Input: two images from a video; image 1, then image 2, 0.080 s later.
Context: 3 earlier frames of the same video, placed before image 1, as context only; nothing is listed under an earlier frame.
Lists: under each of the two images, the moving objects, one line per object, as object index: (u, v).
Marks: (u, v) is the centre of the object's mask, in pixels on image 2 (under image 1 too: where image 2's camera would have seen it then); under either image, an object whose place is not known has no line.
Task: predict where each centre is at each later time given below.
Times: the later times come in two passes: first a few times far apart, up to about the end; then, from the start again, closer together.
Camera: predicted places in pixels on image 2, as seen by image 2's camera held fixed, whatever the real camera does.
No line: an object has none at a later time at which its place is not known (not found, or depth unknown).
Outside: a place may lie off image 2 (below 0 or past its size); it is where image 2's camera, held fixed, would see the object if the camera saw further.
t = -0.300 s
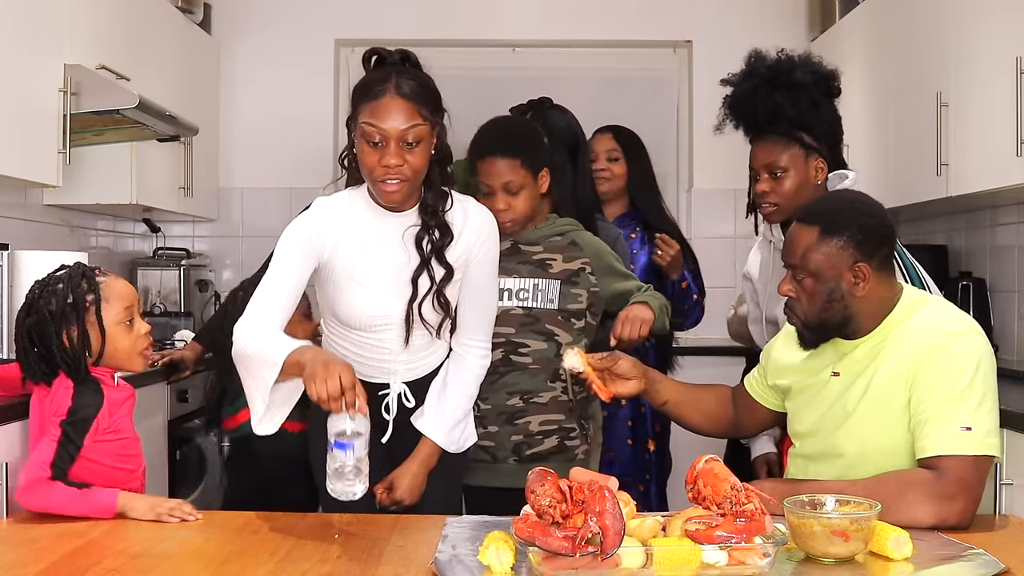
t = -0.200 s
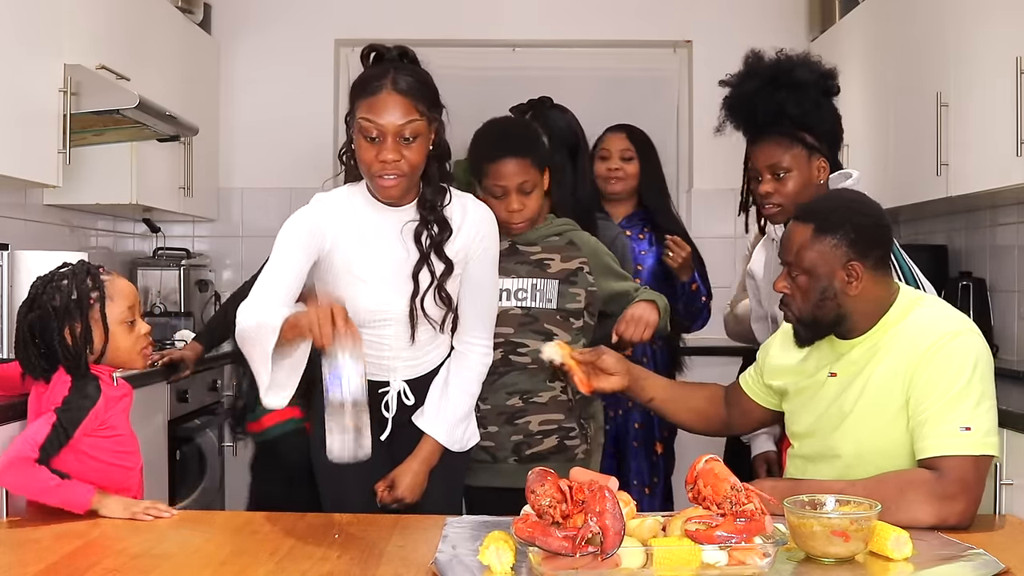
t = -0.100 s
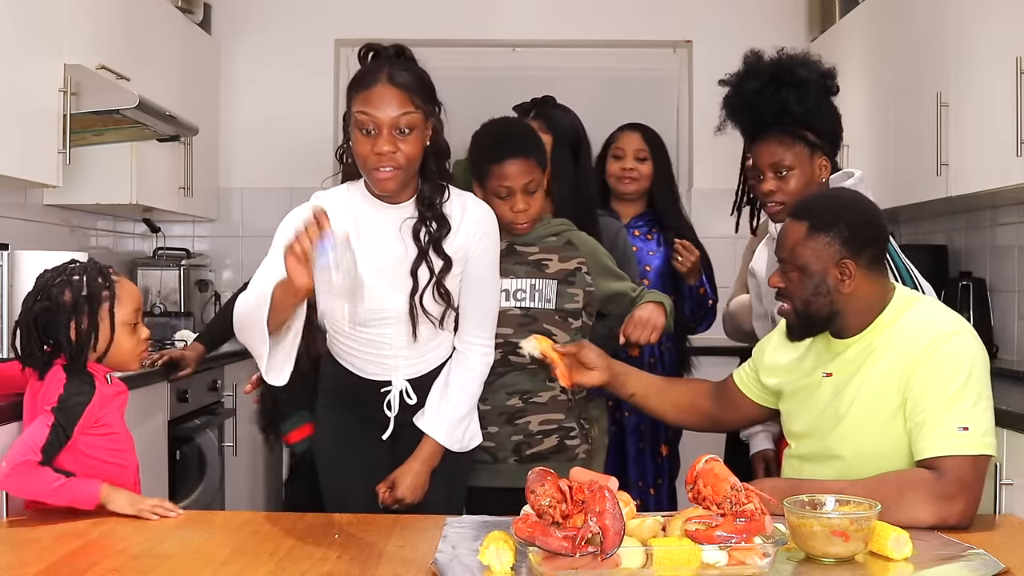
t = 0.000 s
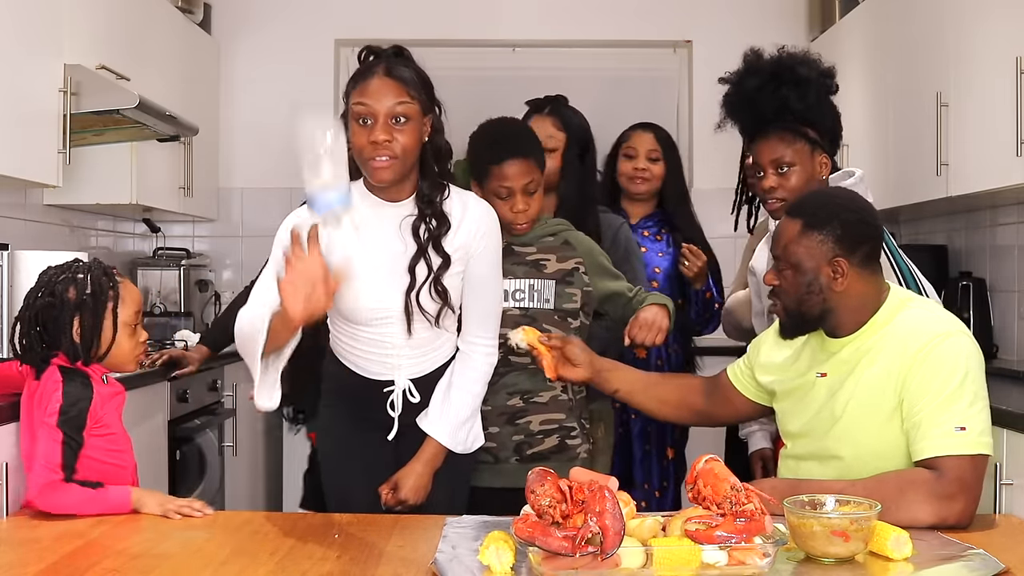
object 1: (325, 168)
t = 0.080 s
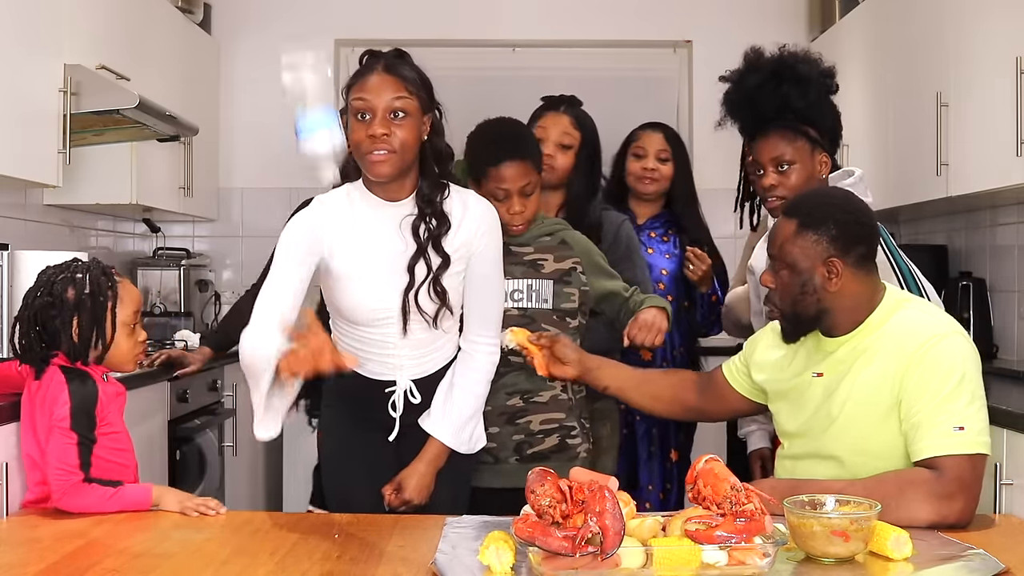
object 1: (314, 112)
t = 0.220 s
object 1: (285, 77)
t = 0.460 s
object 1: (233, 388)
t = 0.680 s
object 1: (191, 546)
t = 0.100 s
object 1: (310, 104)
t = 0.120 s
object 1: (307, 88)
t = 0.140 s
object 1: (303, 80)
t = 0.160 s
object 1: (299, 77)
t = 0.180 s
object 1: (293, 71)
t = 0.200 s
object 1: (289, 73)
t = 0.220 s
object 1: (285, 77)
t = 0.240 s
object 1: (284, 85)
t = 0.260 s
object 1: (278, 94)
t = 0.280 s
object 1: (272, 112)
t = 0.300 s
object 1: (269, 129)
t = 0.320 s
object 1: (264, 149)
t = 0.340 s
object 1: (259, 174)
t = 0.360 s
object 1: (254, 202)
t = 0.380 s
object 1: (248, 234)
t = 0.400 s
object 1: (244, 264)
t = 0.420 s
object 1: (239, 298)
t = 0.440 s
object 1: (236, 339)
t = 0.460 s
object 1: (233, 388)
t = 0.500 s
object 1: (227, 479)
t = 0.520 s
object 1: (222, 522)
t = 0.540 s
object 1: (215, 547)
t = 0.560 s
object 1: (211, 545)
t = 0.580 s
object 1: (208, 542)
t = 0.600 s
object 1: (204, 539)
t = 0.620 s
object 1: (201, 538)
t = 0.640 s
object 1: (197, 539)
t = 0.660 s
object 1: (194, 542)
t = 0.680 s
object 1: (191, 546)
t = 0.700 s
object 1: (188, 549)
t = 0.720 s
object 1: (184, 548)
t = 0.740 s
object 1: (180, 549)
